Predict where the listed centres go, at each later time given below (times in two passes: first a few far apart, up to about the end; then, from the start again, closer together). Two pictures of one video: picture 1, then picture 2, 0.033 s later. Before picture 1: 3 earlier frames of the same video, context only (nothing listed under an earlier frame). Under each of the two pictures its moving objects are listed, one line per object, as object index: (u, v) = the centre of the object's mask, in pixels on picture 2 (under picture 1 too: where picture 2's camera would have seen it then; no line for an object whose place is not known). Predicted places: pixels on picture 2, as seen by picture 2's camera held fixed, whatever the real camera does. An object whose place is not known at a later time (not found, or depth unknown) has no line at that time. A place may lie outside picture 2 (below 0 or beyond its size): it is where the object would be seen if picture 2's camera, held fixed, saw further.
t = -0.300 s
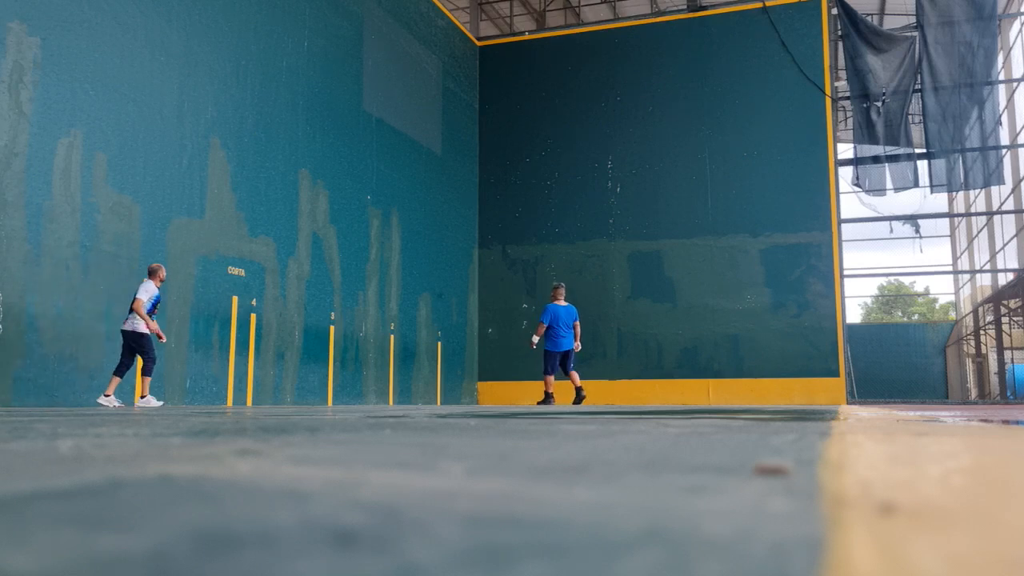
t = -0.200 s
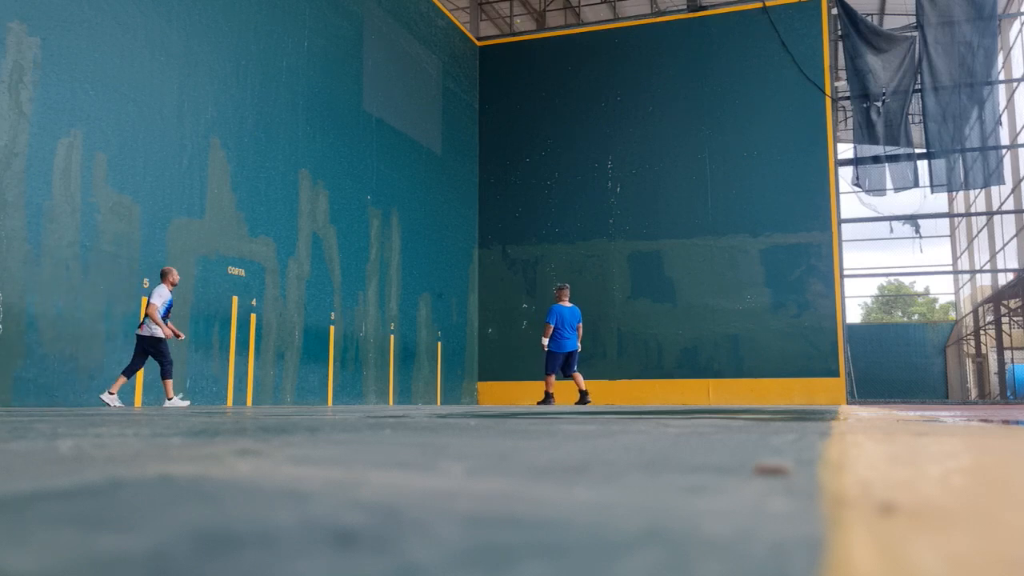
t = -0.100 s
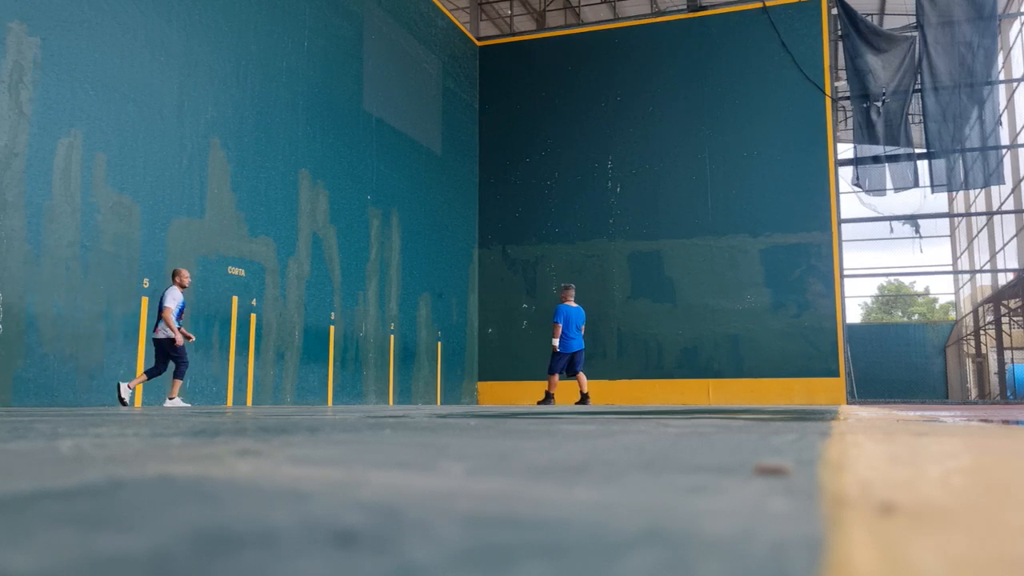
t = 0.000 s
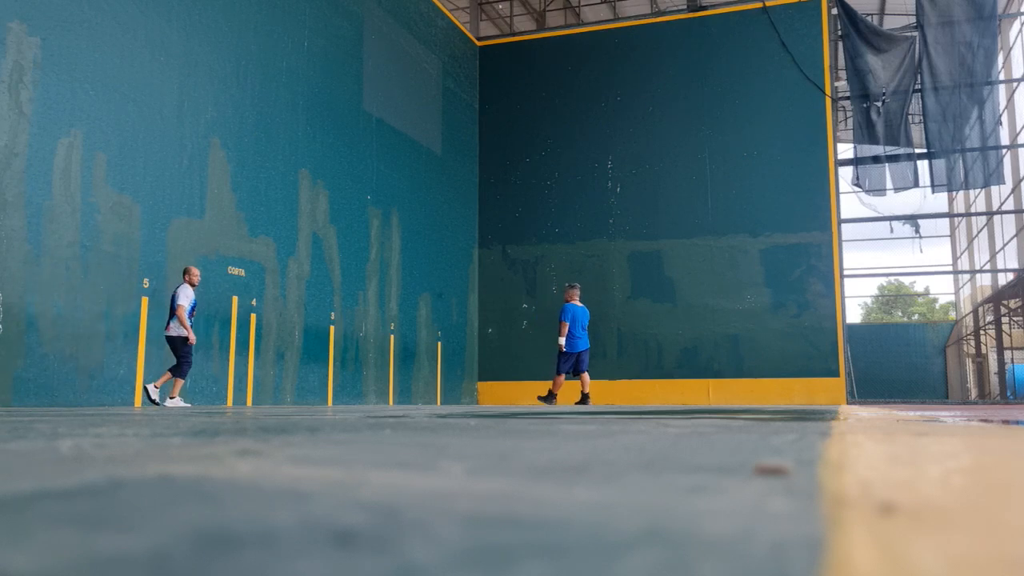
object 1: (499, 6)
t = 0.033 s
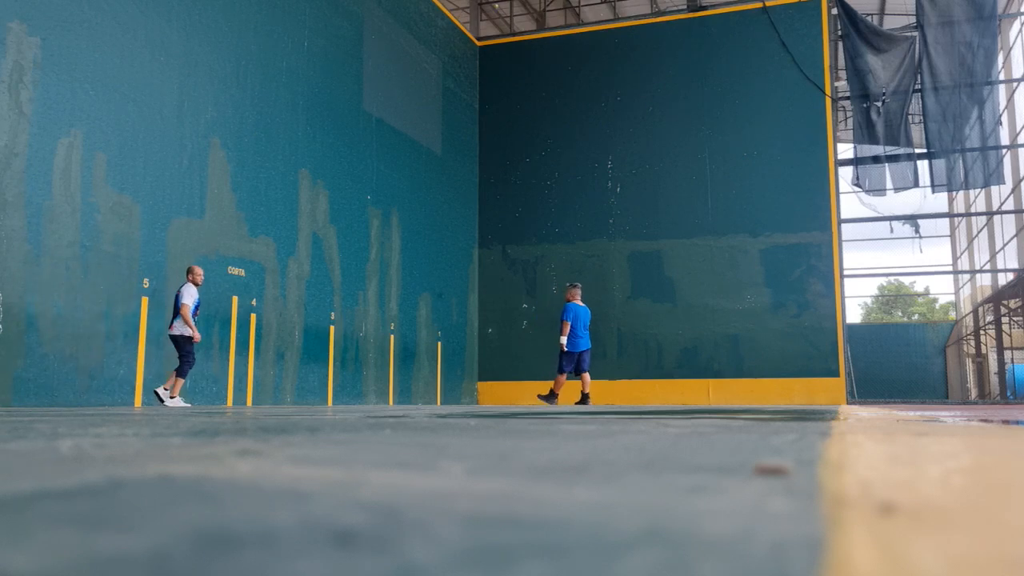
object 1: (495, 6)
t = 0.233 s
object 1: (475, 10)
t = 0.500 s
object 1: (441, 51)
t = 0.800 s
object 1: (394, 162)
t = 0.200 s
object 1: (478, 8)
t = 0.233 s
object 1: (475, 10)
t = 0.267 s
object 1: (471, 13)
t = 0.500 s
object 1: (441, 51)
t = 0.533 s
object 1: (437, 59)
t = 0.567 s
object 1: (432, 68)
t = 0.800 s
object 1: (394, 162)
